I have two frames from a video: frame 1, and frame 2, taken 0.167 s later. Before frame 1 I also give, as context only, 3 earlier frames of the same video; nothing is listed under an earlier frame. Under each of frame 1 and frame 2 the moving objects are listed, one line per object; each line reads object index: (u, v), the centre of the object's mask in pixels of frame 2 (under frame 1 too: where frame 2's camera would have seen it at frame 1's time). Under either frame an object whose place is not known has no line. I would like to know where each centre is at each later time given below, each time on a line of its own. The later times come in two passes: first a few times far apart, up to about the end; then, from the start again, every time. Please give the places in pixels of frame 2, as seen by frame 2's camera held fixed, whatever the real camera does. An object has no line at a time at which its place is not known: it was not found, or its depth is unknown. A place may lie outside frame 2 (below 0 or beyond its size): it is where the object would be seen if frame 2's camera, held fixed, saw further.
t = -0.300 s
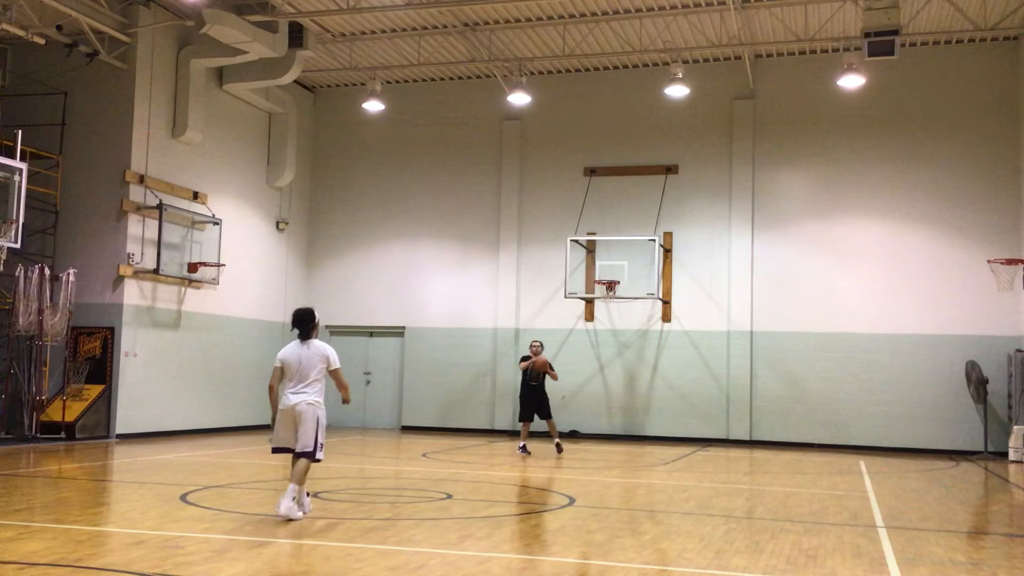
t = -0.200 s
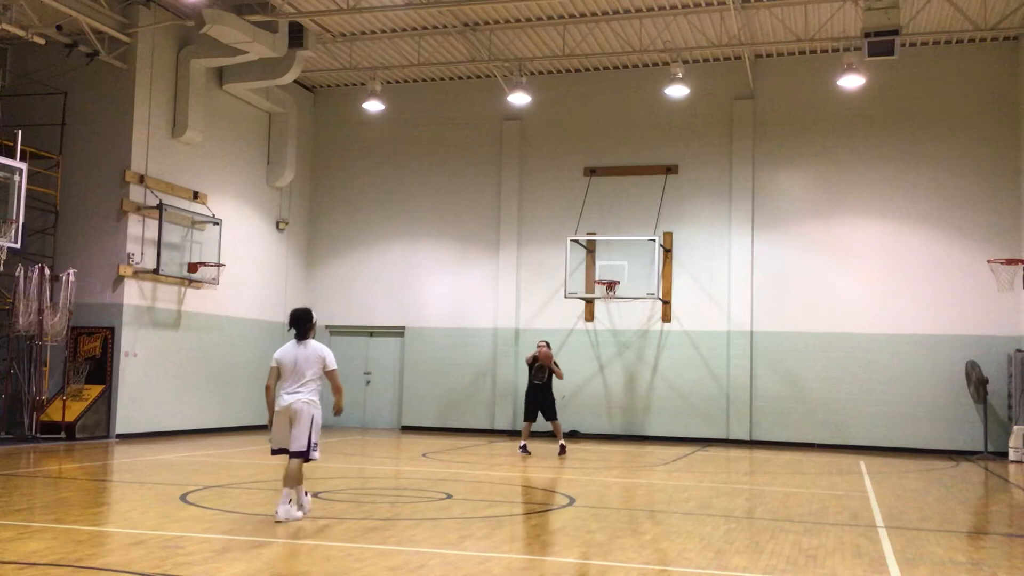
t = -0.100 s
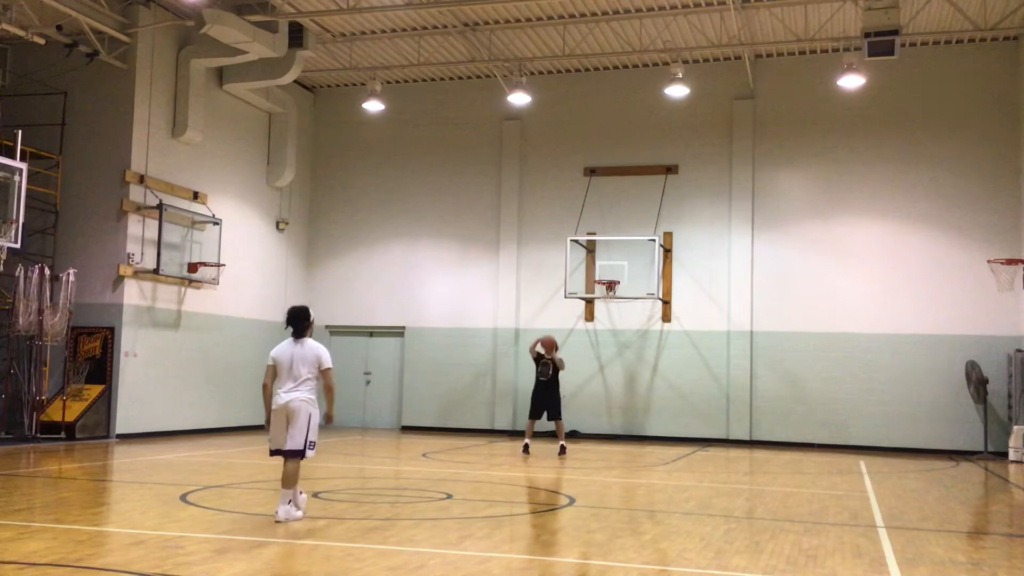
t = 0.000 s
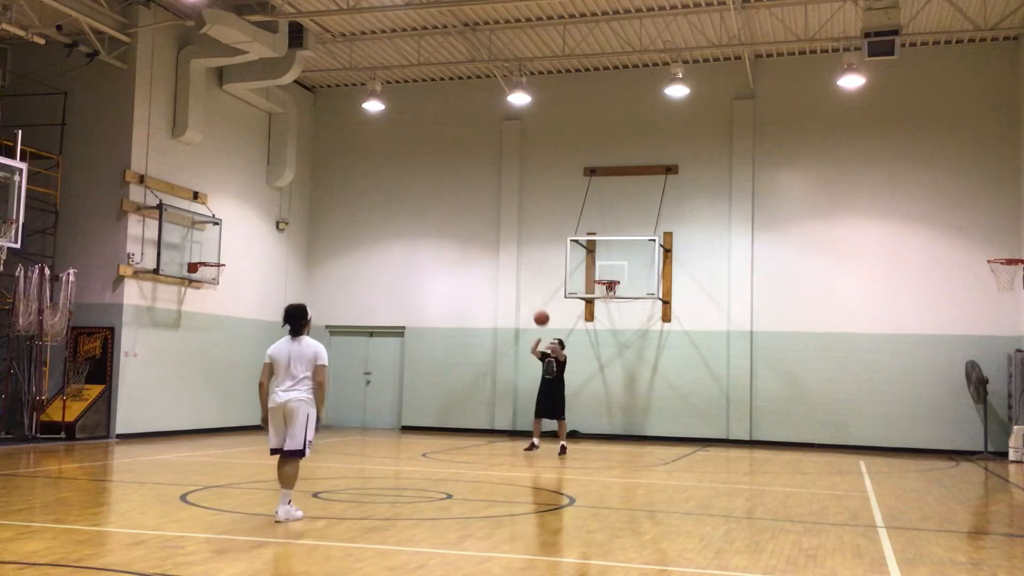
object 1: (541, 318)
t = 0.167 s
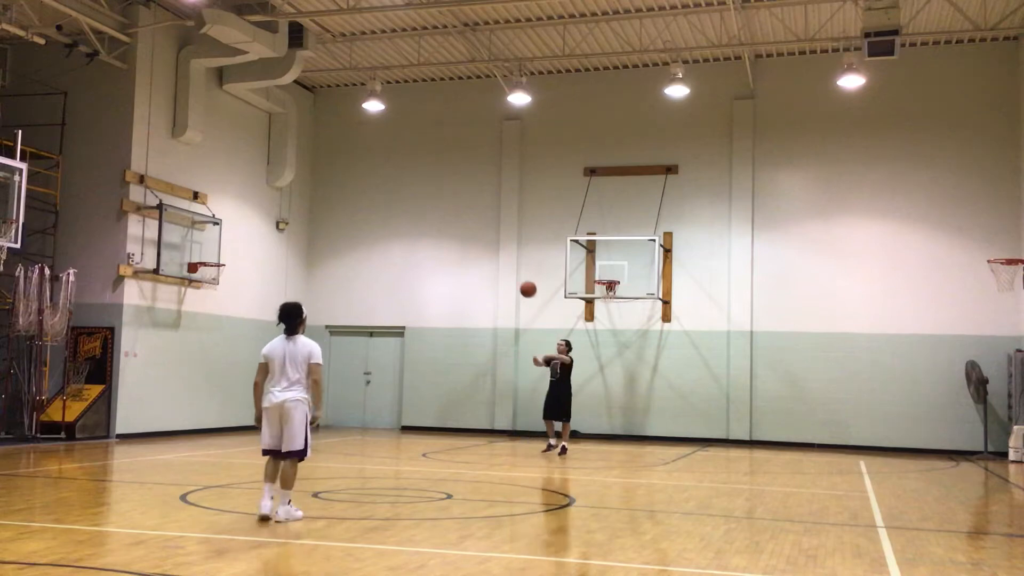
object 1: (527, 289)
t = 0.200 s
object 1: (525, 285)
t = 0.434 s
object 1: (502, 279)
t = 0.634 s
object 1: (478, 308)
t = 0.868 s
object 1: (446, 394)
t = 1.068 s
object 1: (417, 459)
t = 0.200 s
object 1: (525, 285)
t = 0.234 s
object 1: (522, 282)
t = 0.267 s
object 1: (519, 280)
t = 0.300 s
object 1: (516, 278)
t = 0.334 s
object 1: (513, 277)
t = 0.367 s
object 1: (510, 277)
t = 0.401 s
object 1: (506, 278)
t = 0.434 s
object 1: (502, 279)
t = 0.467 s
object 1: (499, 282)
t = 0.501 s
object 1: (495, 285)
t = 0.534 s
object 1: (491, 289)
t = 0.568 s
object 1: (487, 294)
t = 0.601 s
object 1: (483, 301)
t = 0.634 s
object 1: (478, 308)
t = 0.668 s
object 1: (474, 317)
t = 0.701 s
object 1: (470, 327)
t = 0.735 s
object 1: (465, 337)
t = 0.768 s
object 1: (460, 349)
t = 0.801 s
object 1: (456, 362)
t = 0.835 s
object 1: (451, 377)
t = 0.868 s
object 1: (446, 394)
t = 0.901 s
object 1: (440, 412)
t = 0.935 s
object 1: (434, 431)
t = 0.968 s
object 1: (429, 451)
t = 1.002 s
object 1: (422, 475)
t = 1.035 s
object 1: (419, 476)
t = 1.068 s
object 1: (417, 459)
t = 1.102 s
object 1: (416, 444)
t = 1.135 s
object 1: (414, 430)
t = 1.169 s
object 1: (412, 416)
